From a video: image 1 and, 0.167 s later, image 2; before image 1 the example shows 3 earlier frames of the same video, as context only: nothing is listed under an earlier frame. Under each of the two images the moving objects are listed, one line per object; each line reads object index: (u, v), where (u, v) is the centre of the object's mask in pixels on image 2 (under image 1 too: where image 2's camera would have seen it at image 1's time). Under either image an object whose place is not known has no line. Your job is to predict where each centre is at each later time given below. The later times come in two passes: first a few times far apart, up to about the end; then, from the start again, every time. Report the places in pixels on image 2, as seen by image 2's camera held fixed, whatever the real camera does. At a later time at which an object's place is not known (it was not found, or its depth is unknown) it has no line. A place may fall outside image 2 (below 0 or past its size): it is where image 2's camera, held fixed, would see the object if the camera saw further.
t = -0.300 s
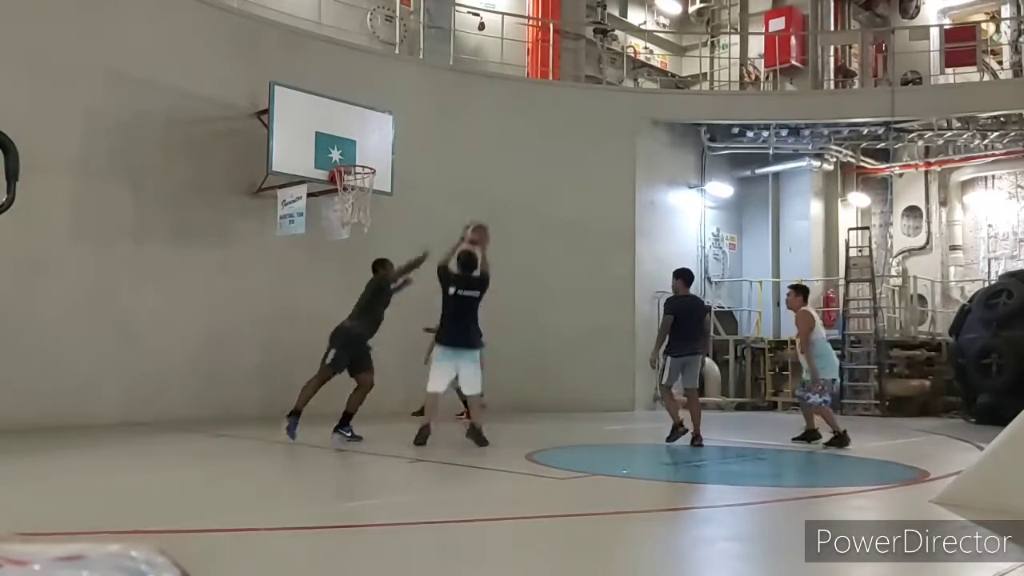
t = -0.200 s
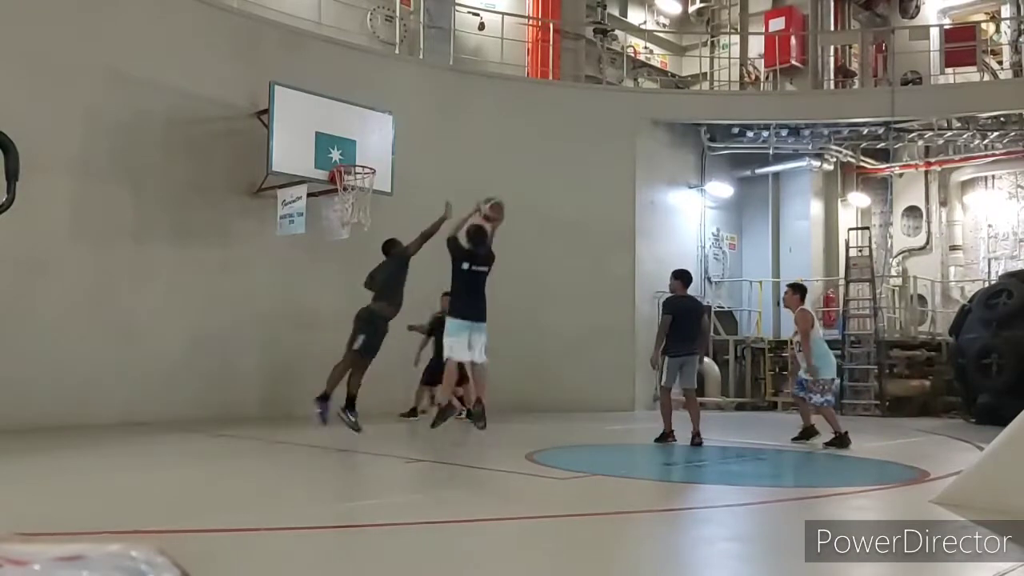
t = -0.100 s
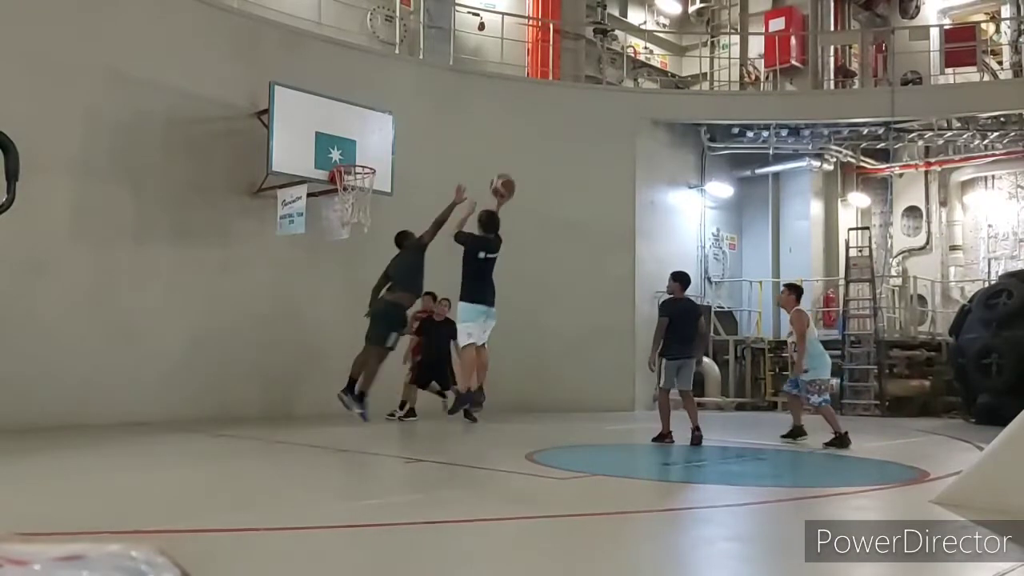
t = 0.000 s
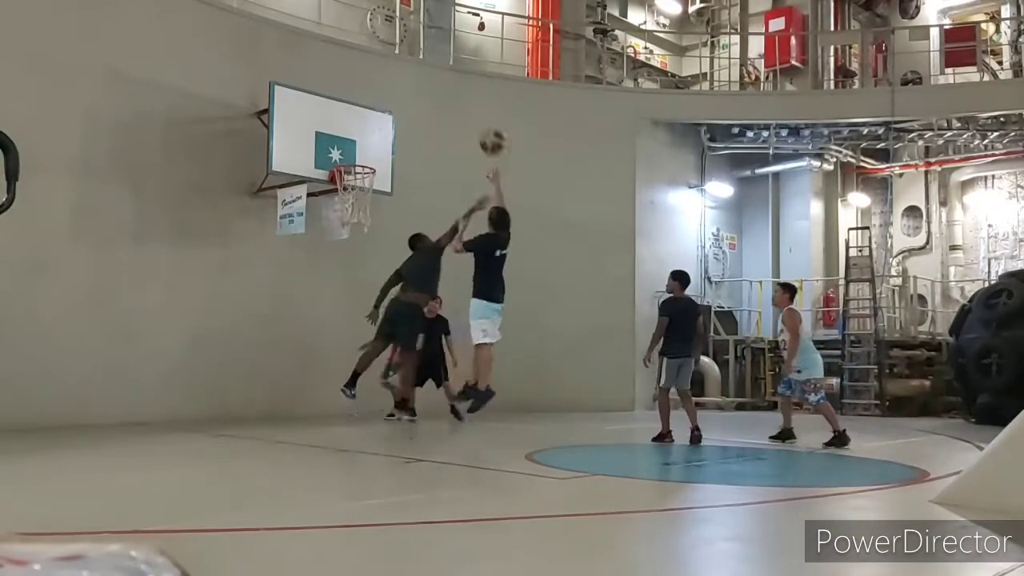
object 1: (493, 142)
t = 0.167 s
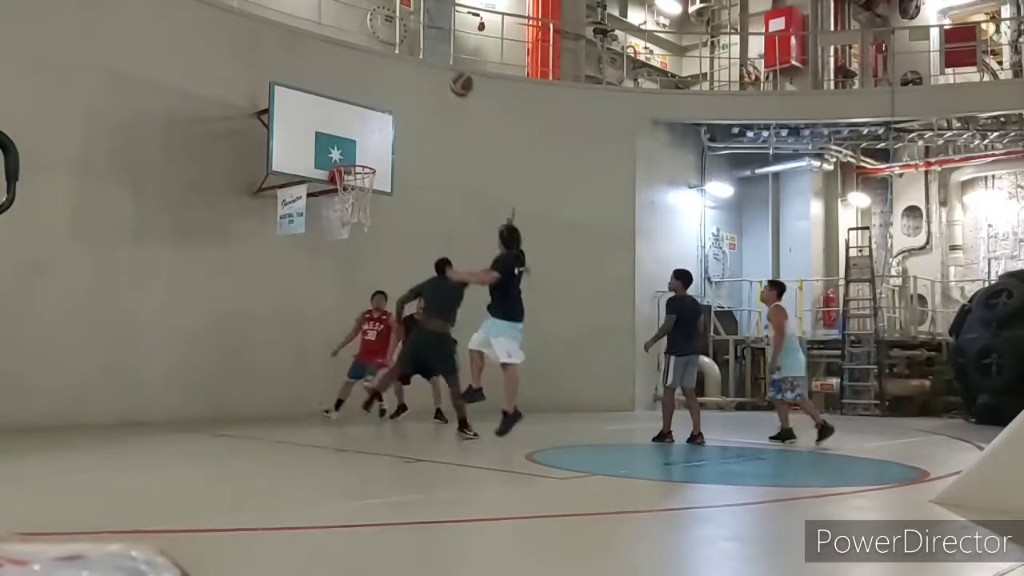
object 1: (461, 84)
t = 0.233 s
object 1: (451, 70)
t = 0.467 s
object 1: (414, 56)
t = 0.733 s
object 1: (377, 97)
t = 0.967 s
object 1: (350, 160)
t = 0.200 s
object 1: (456, 77)
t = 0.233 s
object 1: (451, 70)
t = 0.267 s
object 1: (446, 66)
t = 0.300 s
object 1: (440, 62)
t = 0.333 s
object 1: (434, 58)
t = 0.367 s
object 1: (429, 56)
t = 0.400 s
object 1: (424, 55)
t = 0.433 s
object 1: (419, 55)
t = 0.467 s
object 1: (414, 56)
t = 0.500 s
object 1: (409, 58)
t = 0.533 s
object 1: (404, 61)
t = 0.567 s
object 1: (399, 64)
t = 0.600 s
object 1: (394, 69)
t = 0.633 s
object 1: (390, 75)
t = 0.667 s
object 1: (385, 81)
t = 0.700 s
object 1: (381, 88)
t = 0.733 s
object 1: (377, 97)
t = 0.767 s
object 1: (373, 105)
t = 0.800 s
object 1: (367, 115)
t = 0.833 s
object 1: (363, 125)
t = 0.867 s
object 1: (359, 136)
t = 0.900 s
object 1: (355, 149)
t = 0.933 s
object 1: (351, 159)
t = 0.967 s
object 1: (350, 160)
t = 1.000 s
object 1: (353, 153)
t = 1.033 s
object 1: (355, 149)
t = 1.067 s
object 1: (359, 145)
